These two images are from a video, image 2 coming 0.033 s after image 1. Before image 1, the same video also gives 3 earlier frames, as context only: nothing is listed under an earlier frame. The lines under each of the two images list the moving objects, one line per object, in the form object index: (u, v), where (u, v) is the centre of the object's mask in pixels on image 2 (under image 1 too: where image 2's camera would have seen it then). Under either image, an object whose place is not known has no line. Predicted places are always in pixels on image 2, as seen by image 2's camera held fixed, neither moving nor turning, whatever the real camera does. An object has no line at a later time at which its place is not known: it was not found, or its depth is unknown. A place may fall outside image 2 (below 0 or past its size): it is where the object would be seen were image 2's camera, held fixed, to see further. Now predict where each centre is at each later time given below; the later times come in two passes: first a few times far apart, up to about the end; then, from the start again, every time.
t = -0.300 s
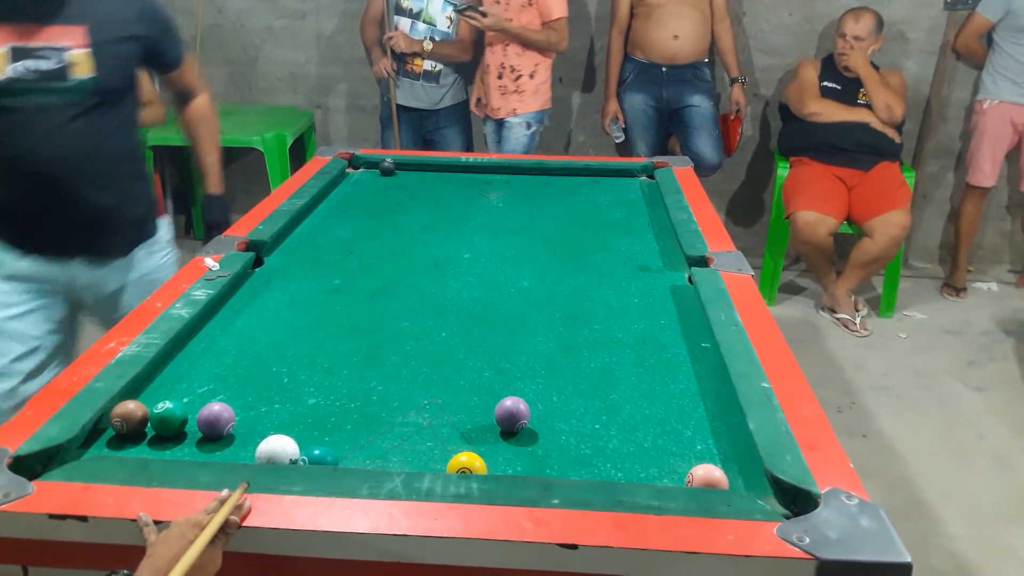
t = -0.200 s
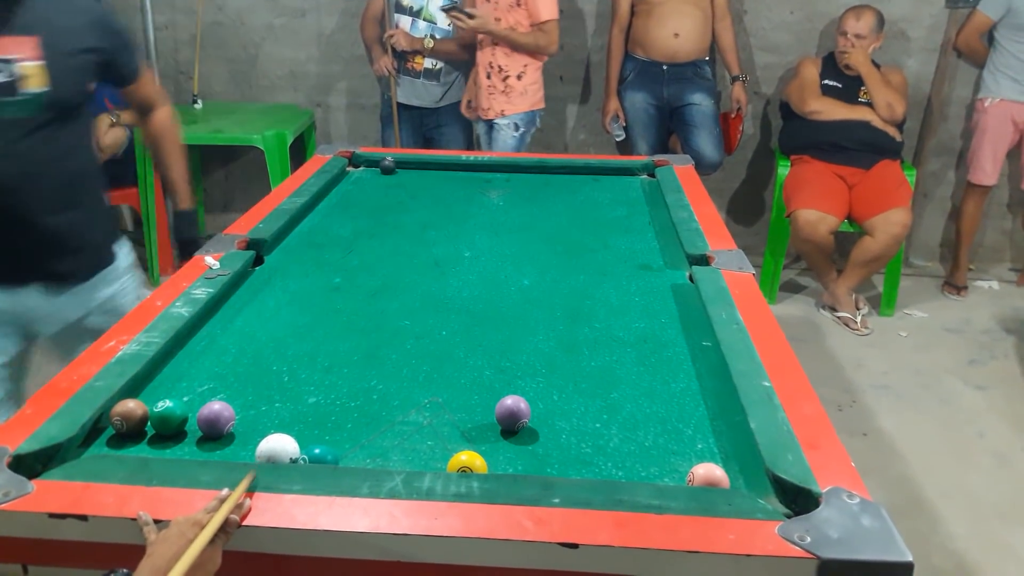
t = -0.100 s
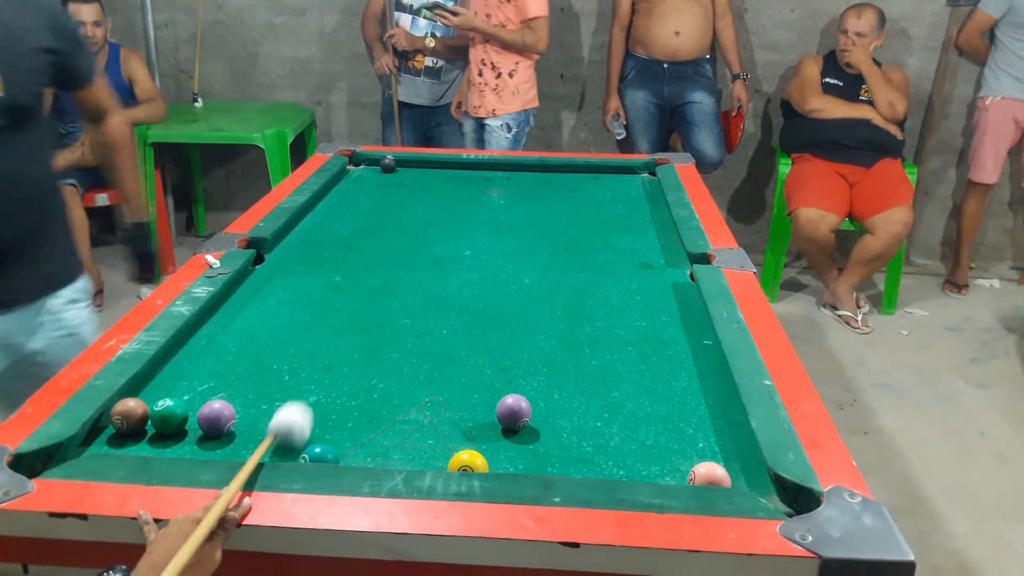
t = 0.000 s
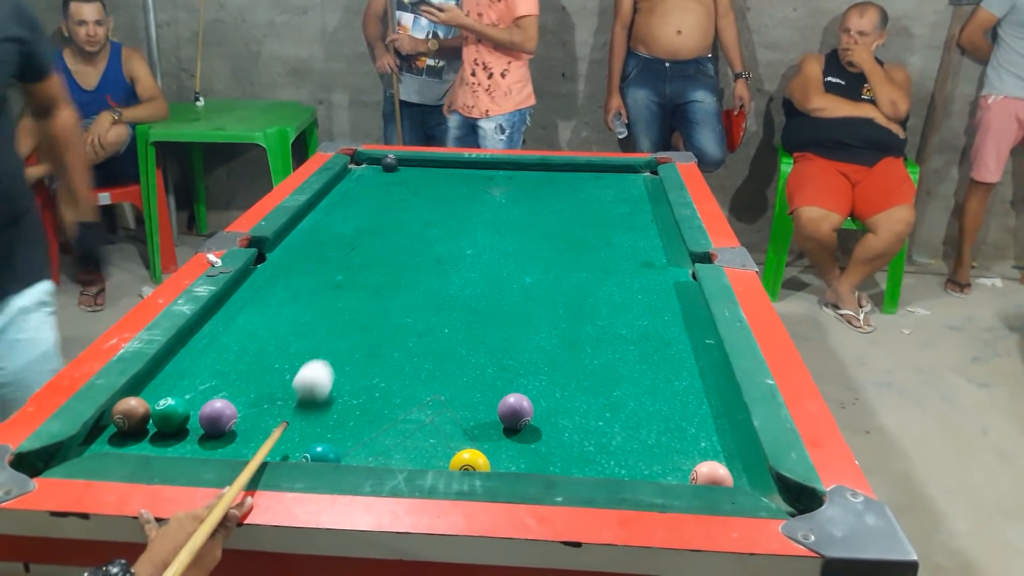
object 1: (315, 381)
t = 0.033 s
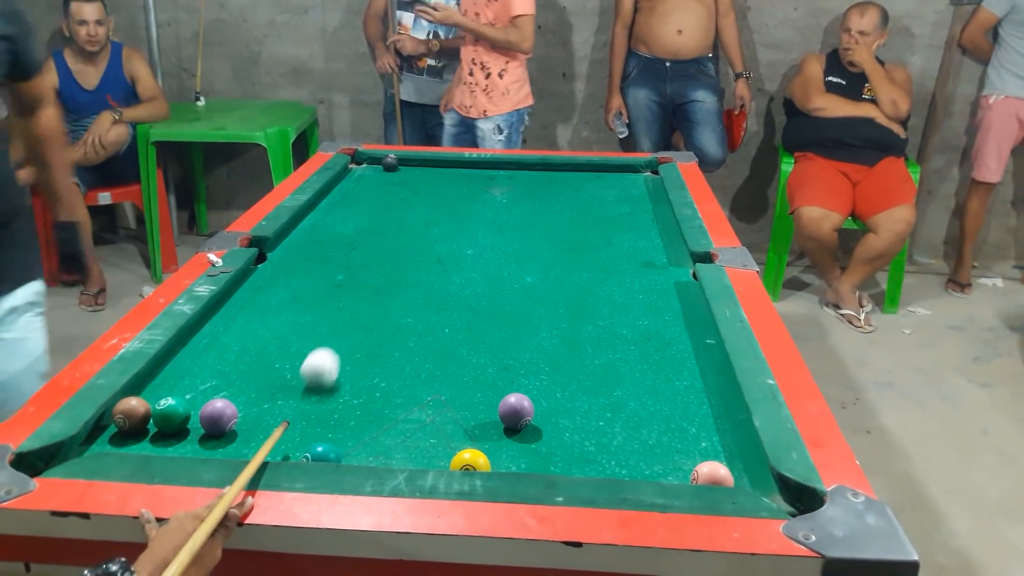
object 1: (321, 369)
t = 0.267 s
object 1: (354, 299)
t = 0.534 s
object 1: (380, 244)
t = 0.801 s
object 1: (400, 205)
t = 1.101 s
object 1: (416, 172)
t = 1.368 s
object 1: (409, 172)
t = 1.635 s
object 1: (386, 190)
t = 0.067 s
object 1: (326, 356)
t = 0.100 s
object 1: (332, 346)
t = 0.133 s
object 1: (337, 335)
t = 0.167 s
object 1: (341, 325)
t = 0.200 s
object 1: (346, 316)
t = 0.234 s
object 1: (350, 307)
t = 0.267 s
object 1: (354, 299)
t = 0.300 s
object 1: (358, 291)
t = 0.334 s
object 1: (362, 283)
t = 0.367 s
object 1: (365, 276)
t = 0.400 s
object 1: (368, 269)
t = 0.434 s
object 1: (371, 262)
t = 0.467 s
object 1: (375, 256)
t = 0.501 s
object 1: (378, 250)
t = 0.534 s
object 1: (380, 244)
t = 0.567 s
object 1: (383, 238)
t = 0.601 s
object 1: (386, 233)
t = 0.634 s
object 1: (388, 227)
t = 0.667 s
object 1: (391, 223)
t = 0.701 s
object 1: (393, 218)
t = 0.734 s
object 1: (396, 213)
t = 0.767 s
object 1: (398, 209)
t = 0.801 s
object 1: (400, 205)
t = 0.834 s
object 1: (402, 200)
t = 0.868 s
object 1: (404, 197)
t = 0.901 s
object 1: (406, 193)
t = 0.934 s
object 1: (408, 189)
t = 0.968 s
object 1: (410, 185)
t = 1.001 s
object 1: (411, 182)
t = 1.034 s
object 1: (413, 178)
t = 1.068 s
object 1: (415, 175)
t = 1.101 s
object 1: (416, 172)
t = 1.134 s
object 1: (418, 169)
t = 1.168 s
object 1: (419, 166)
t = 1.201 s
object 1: (421, 163)
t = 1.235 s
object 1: (420, 163)
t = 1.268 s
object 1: (417, 165)
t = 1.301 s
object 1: (414, 168)
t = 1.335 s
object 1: (412, 170)
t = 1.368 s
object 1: (409, 172)
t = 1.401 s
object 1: (406, 174)
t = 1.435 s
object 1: (403, 177)
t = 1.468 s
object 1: (401, 179)
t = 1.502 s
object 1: (398, 181)
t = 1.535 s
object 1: (395, 183)
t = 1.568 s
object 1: (392, 186)
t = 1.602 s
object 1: (389, 188)
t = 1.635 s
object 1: (386, 190)
